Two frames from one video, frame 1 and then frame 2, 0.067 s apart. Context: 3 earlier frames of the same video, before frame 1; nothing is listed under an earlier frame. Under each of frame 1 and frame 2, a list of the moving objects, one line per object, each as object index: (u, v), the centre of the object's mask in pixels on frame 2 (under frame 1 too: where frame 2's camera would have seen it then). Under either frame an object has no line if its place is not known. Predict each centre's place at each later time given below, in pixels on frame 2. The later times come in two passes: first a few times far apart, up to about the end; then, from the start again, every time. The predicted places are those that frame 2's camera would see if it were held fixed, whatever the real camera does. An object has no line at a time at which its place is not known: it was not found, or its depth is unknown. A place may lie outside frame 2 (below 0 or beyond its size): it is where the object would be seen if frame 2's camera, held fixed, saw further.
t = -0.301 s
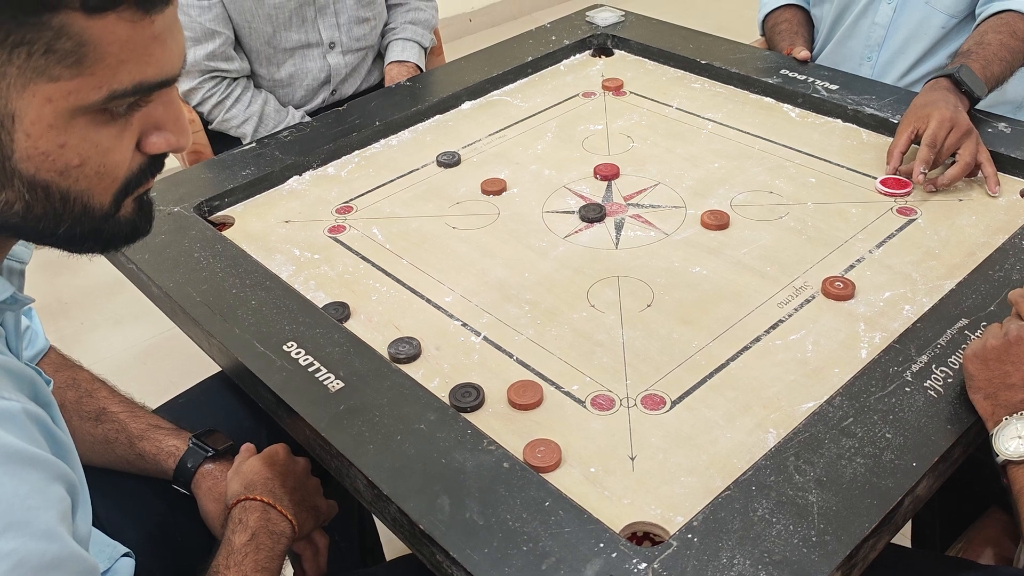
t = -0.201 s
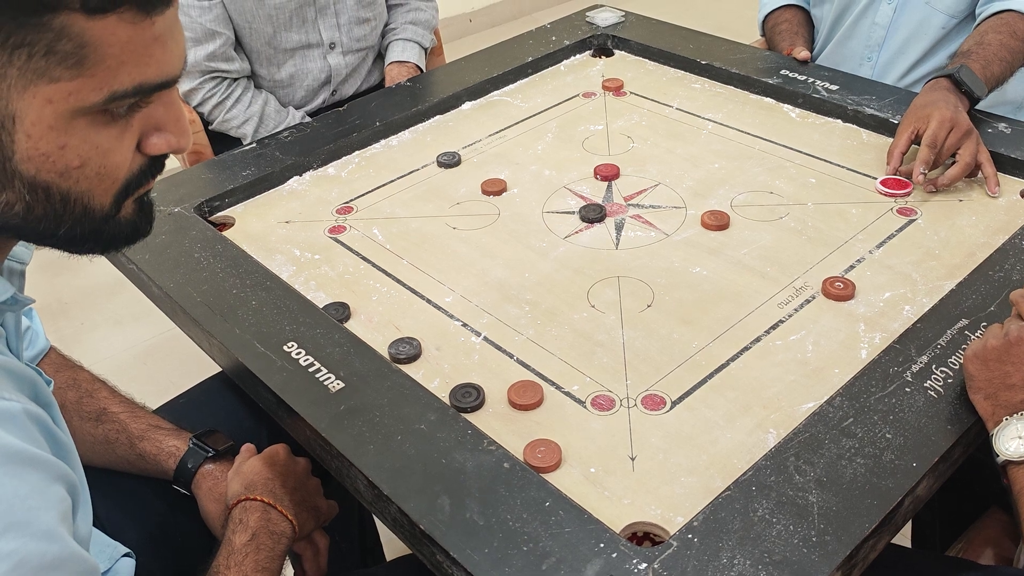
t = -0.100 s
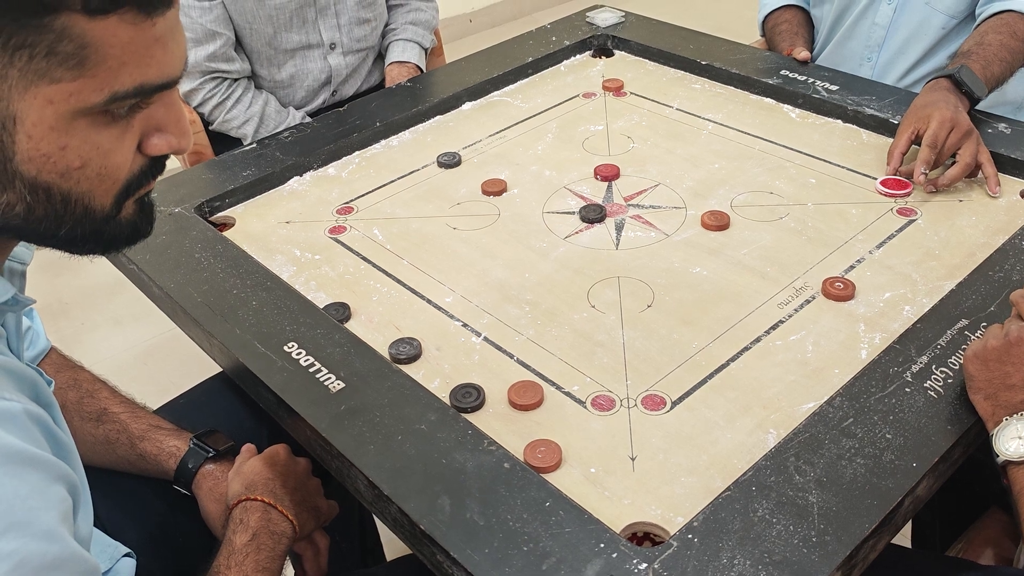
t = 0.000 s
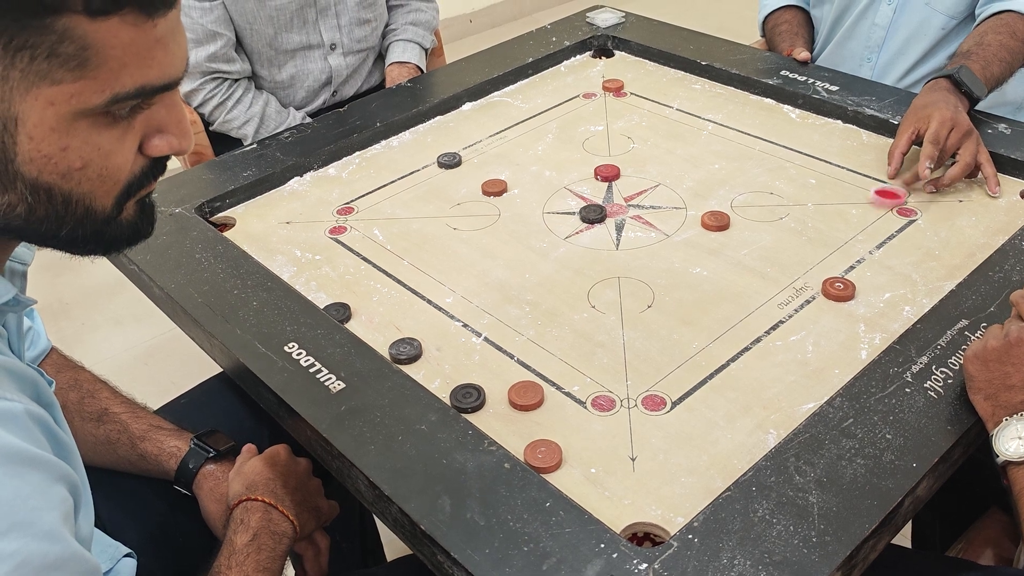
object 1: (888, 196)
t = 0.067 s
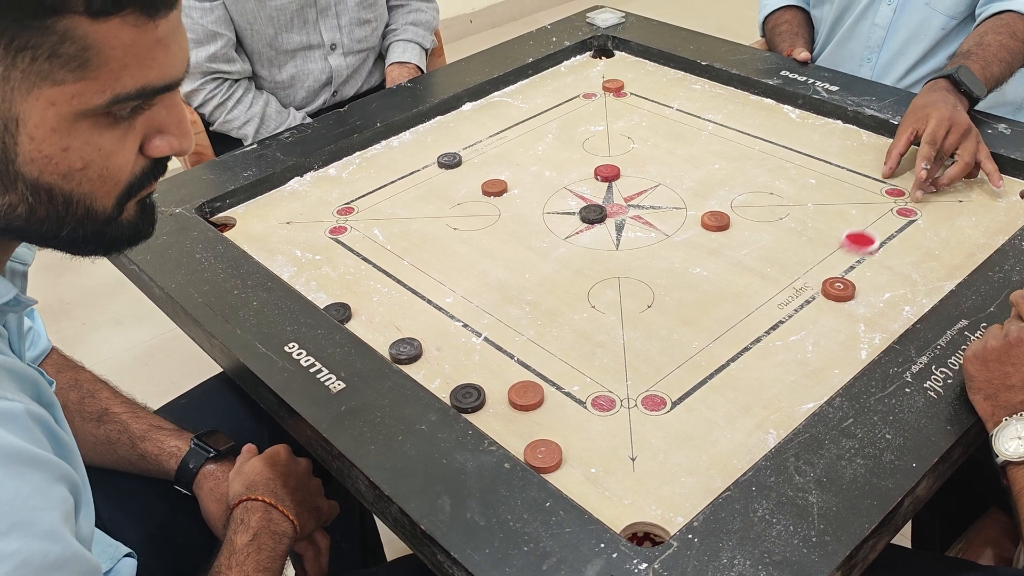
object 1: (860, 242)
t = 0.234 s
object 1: (824, 295)
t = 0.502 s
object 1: (810, 320)
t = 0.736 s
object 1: (810, 321)
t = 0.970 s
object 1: (810, 321)
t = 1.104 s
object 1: (810, 321)
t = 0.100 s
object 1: (847, 265)
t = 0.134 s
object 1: (838, 276)
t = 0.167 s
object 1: (833, 283)
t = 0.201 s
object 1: (828, 289)
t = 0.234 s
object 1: (824, 295)
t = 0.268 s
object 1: (821, 300)
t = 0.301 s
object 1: (818, 305)
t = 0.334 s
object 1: (815, 309)
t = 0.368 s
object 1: (813, 312)
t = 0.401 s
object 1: (812, 315)
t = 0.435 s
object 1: (811, 317)
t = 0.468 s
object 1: (810, 319)
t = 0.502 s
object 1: (810, 320)
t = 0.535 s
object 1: (810, 321)
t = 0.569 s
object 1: (810, 321)
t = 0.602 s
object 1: (810, 321)
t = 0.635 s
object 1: (810, 321)
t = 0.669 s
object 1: (810, 321)
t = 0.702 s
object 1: (810, 321)
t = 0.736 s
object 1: (810, 321)
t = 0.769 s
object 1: (810, 321)
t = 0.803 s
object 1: (810, 321)
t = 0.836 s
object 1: (810, 321)
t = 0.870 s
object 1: (810, 321)
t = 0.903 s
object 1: (810, 321)
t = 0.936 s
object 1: (810, 321)
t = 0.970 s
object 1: (810, 321)
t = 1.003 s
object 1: (810, 321)
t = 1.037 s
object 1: (810, 321)
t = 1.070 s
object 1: (810, 321)
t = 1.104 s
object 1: (810, 321)
